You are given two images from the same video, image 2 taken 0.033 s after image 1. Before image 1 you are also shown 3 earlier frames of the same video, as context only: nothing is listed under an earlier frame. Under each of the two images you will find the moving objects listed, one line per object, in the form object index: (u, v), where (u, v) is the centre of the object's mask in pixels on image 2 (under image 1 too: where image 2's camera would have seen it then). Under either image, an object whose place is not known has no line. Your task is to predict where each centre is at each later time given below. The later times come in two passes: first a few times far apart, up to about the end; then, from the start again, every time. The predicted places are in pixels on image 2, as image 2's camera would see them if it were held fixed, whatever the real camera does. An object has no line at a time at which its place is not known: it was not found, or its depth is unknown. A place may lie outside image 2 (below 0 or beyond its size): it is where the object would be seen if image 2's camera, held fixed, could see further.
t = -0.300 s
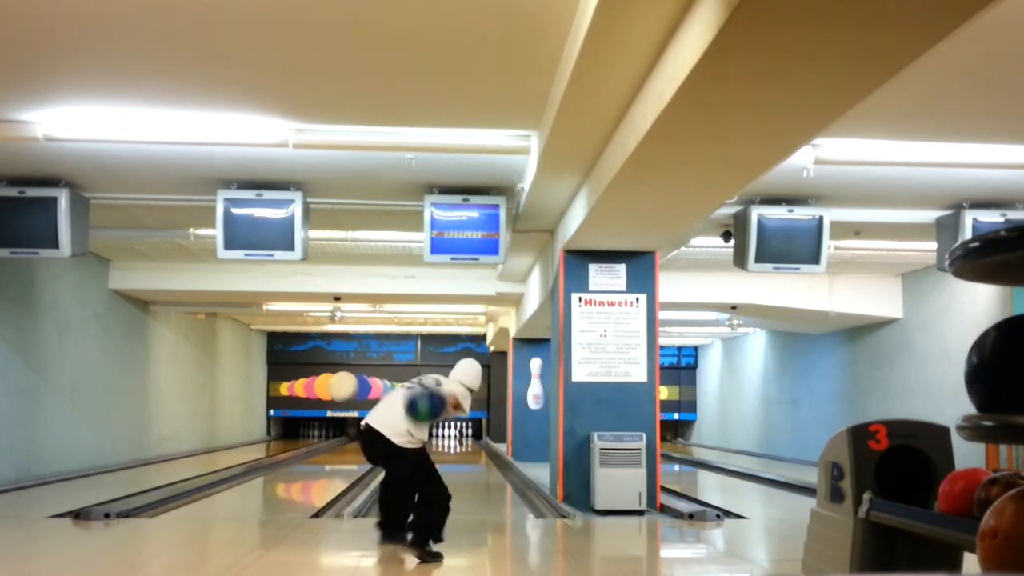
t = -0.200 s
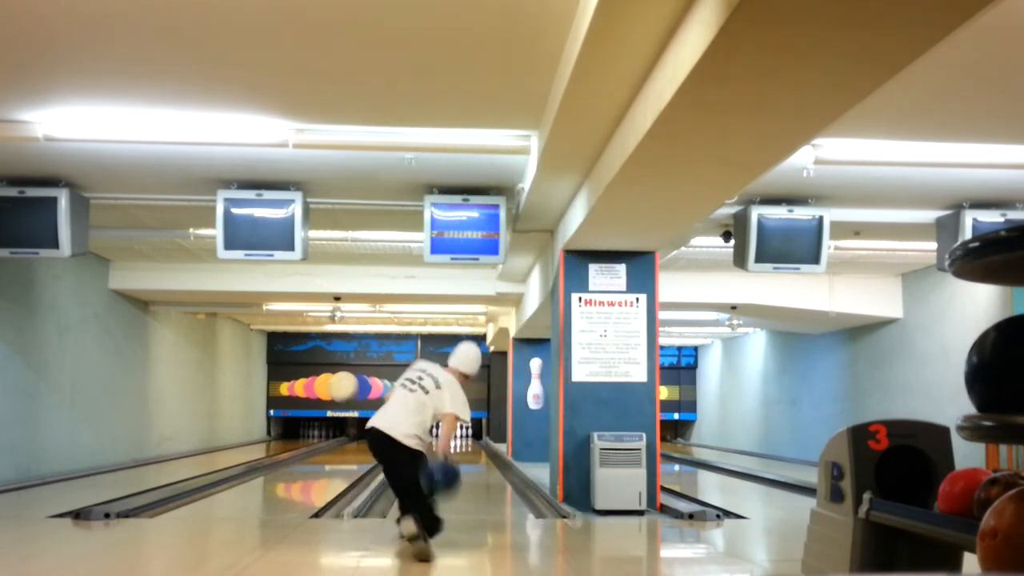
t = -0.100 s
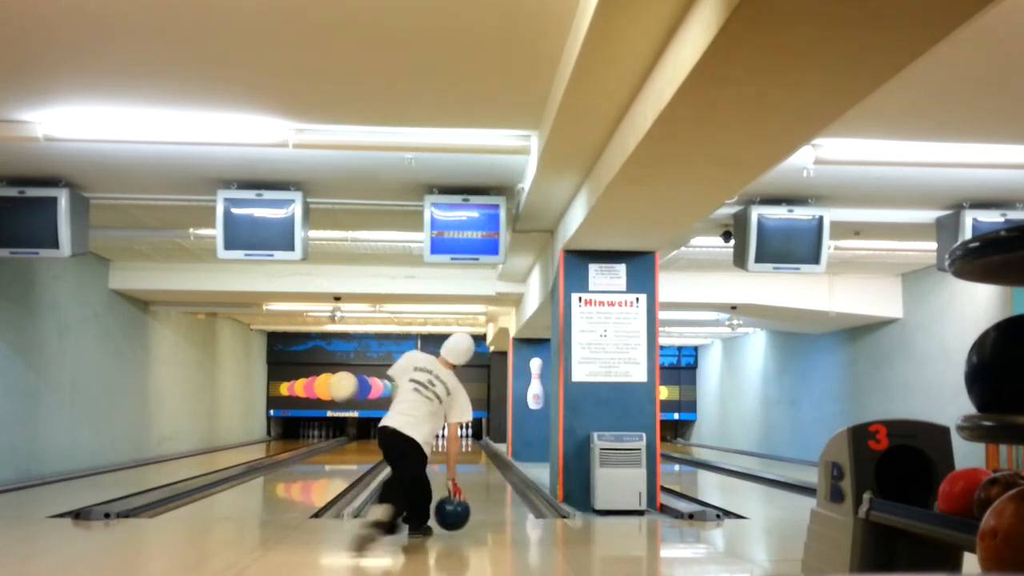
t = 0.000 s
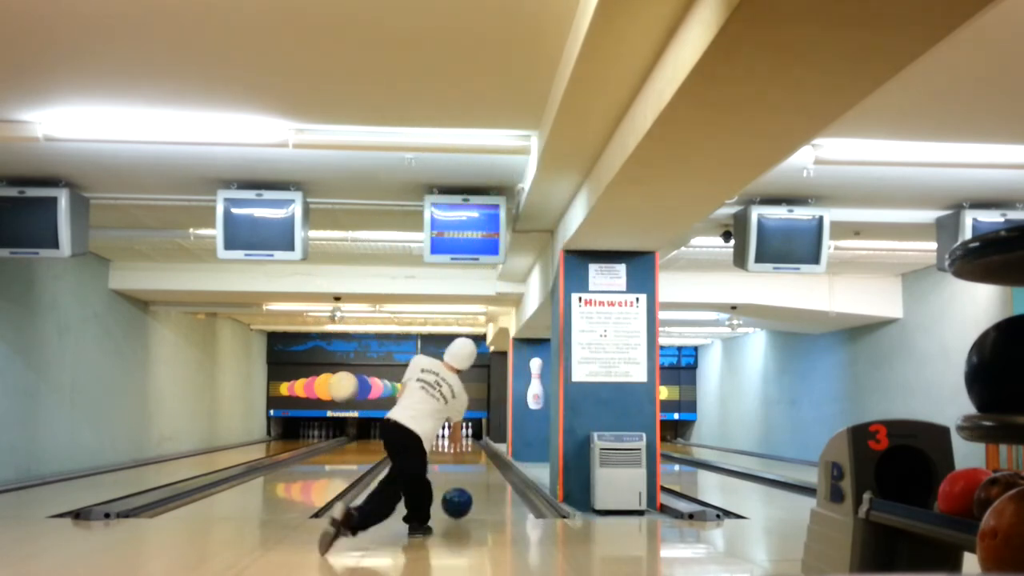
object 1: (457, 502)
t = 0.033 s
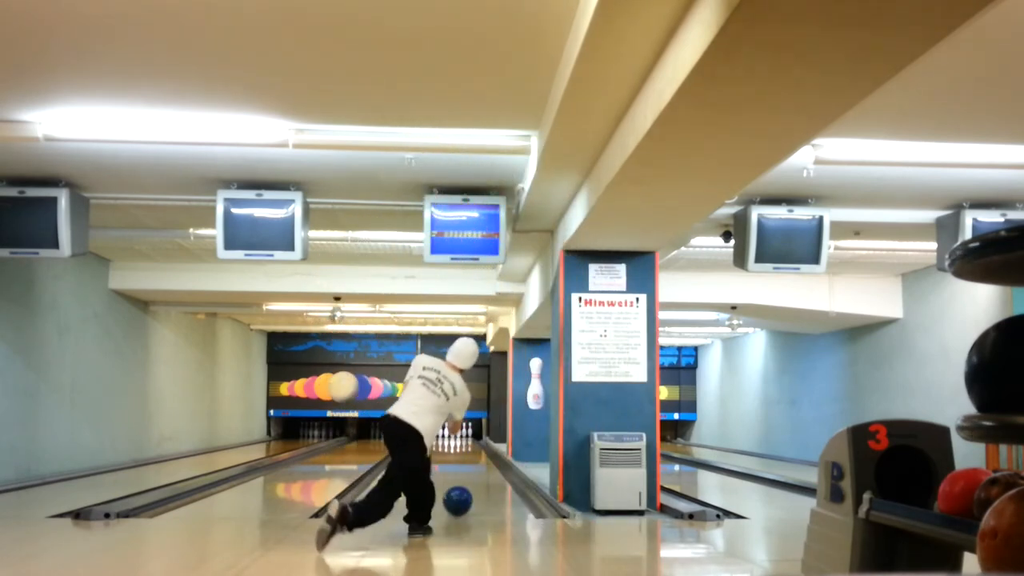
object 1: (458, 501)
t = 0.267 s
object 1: (462, 479)
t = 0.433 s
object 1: (468, 468)
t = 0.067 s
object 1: (458, 497)
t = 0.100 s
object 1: (459, 494)
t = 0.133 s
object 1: (459, 491)
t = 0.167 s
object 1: (460, 488)
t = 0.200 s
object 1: (461, 485)
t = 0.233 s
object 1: (461, 482)
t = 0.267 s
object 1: (462, 479)
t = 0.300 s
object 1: (462, 477)
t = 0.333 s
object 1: (462, 475)
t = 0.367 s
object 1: (463, 473)
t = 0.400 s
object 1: (464, 472)
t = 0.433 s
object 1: (468, 468)
